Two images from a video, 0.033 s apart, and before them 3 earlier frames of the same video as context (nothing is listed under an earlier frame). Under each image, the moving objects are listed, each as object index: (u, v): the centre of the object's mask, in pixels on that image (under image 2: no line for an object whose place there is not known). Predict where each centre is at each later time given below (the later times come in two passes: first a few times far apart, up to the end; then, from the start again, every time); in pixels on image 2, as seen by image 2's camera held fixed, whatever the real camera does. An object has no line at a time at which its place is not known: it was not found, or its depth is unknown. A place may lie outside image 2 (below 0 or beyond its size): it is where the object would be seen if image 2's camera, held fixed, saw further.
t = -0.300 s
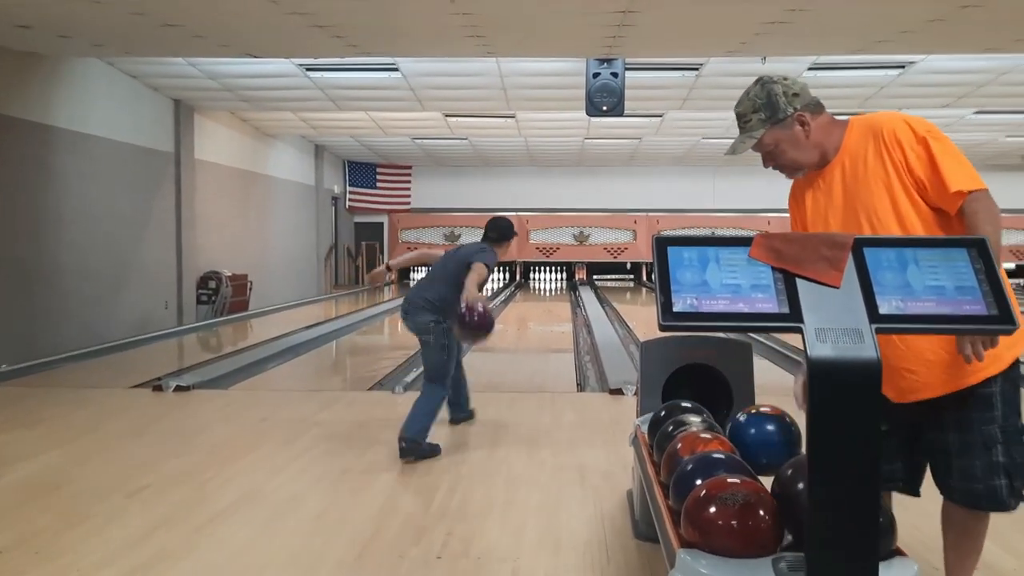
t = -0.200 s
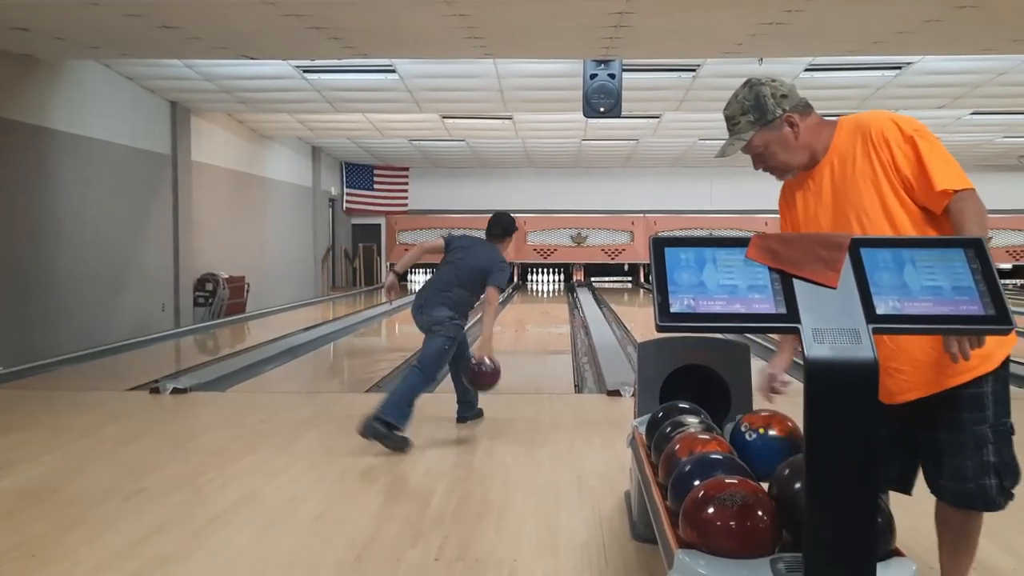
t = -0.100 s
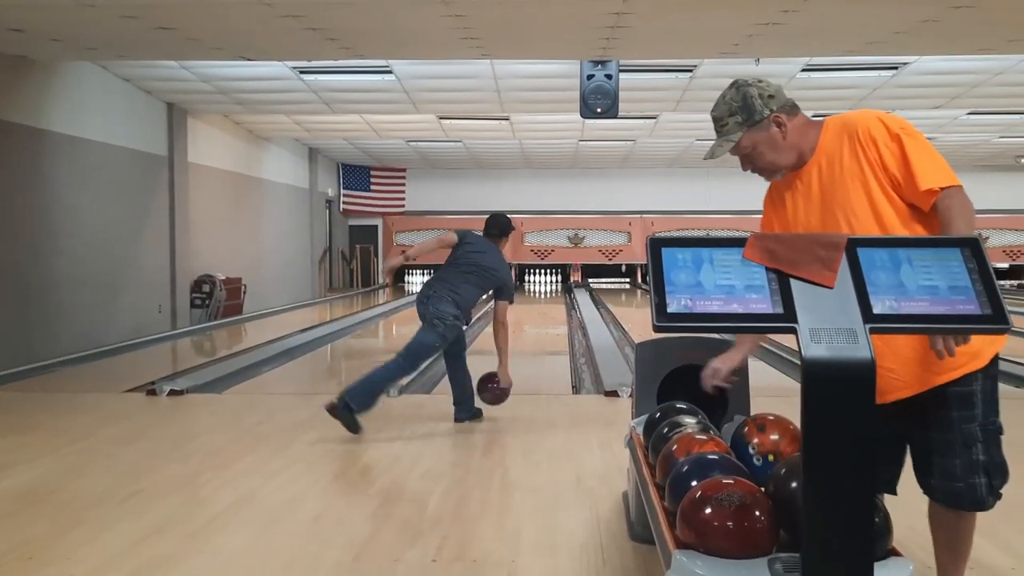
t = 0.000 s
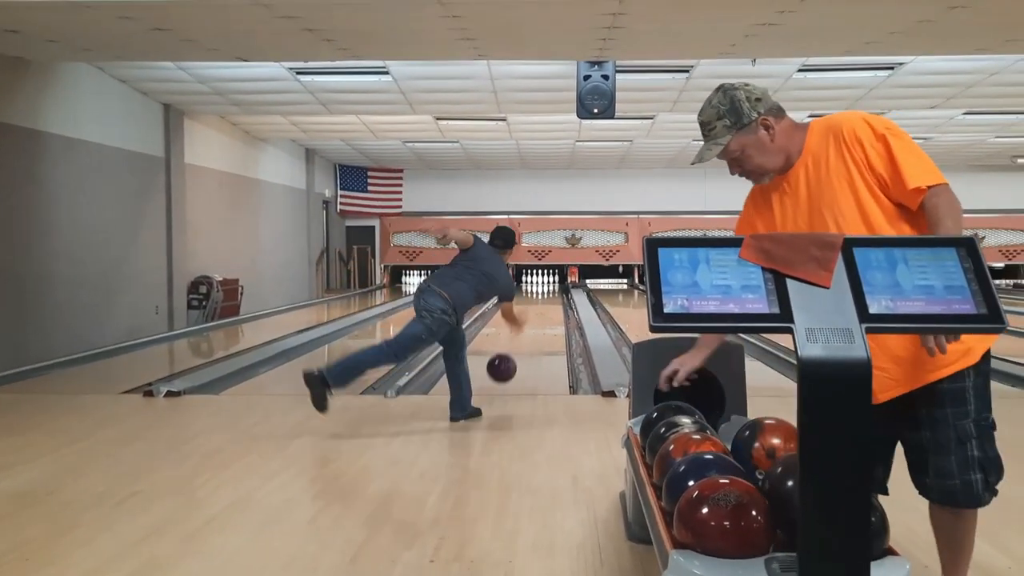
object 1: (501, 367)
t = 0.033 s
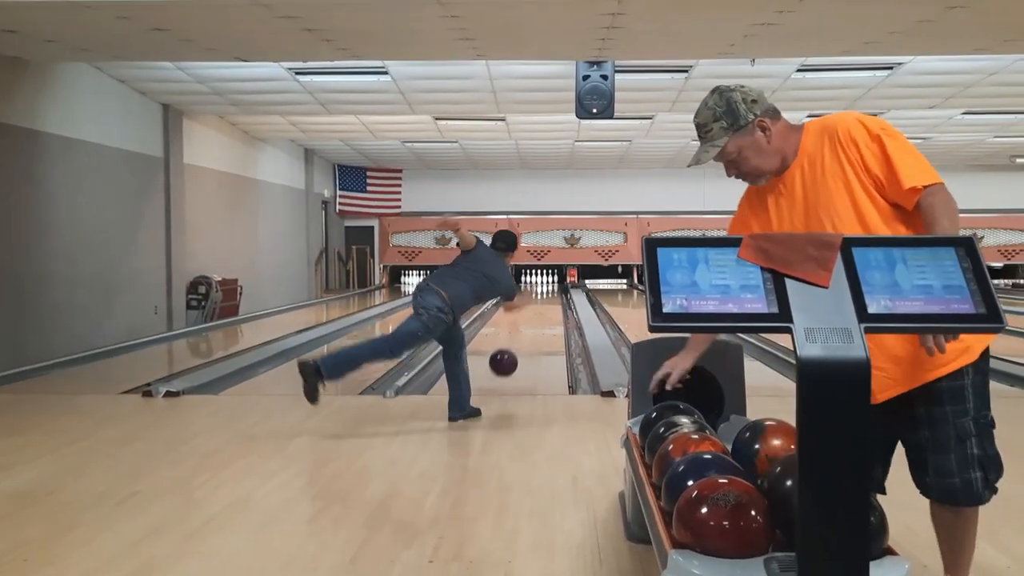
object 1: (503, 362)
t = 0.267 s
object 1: (517, 350)
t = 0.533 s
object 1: (527, 330)
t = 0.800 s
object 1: (533, 316)
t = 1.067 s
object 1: (537, 306)
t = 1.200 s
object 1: (539, 303)
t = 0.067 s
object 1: (505, 358)
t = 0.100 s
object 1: (508, 356)
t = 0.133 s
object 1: (510, 355)
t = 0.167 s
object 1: (512, 356)
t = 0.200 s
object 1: (513, 358)
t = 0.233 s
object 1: (515, 354)
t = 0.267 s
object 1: (517, 350)
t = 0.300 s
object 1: (518, 348)
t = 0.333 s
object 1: (520, 345)
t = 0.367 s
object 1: (521, 342)
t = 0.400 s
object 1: (522, 340)
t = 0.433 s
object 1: (523, 337)
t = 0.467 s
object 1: (525, 335)
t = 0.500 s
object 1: (520, 334)
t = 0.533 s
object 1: (527, 330)
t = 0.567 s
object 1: (528, 328)
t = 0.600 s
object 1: (529, 326)
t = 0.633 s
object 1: (530, 324)
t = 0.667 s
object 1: (530, 322)
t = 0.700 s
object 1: (531, 321)
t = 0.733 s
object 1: (532, 319)
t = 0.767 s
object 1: (532, 318)
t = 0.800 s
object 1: (533, 316)
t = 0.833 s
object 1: (534, 315)
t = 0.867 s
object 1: (534, 314)
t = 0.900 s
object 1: (535, 312)
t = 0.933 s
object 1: (535, 311)
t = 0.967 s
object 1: (536, 310)
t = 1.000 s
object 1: (536, 309)
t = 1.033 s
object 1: (537, 308)
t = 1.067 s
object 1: (537, 306)
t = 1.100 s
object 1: (538, 305)
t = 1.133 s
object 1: (538, 305)
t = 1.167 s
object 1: (541, 299)
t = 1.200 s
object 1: (539, 303)
